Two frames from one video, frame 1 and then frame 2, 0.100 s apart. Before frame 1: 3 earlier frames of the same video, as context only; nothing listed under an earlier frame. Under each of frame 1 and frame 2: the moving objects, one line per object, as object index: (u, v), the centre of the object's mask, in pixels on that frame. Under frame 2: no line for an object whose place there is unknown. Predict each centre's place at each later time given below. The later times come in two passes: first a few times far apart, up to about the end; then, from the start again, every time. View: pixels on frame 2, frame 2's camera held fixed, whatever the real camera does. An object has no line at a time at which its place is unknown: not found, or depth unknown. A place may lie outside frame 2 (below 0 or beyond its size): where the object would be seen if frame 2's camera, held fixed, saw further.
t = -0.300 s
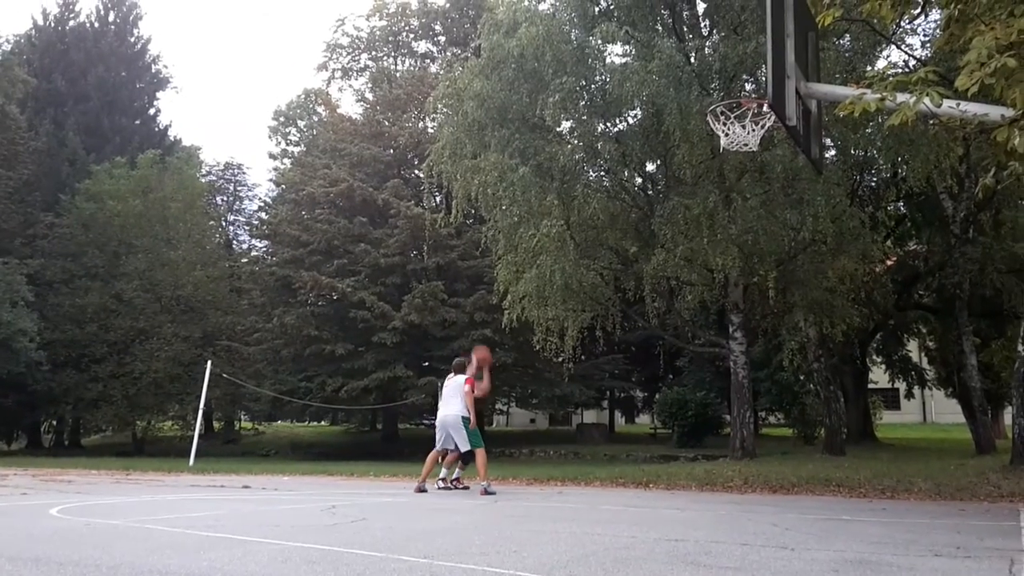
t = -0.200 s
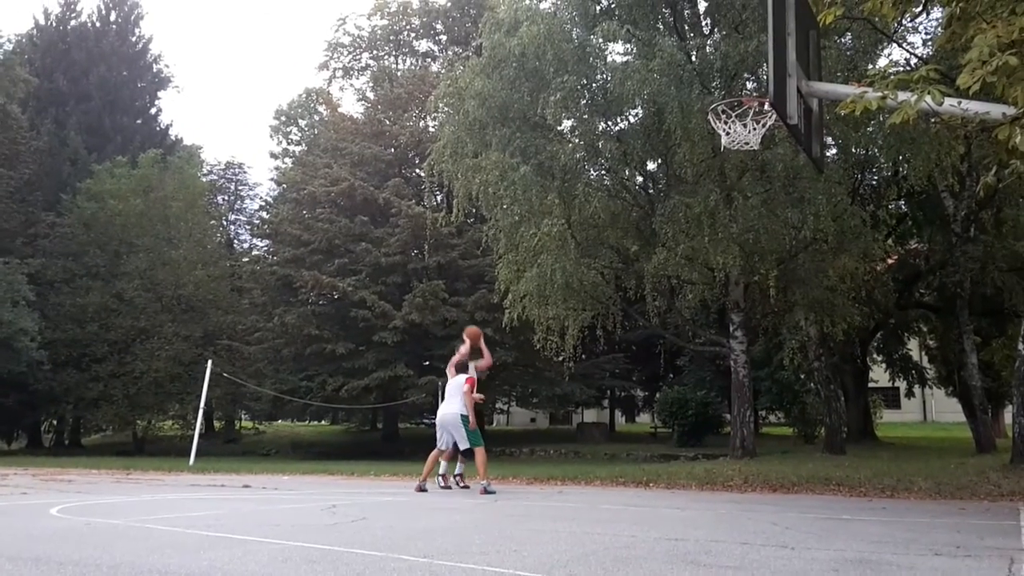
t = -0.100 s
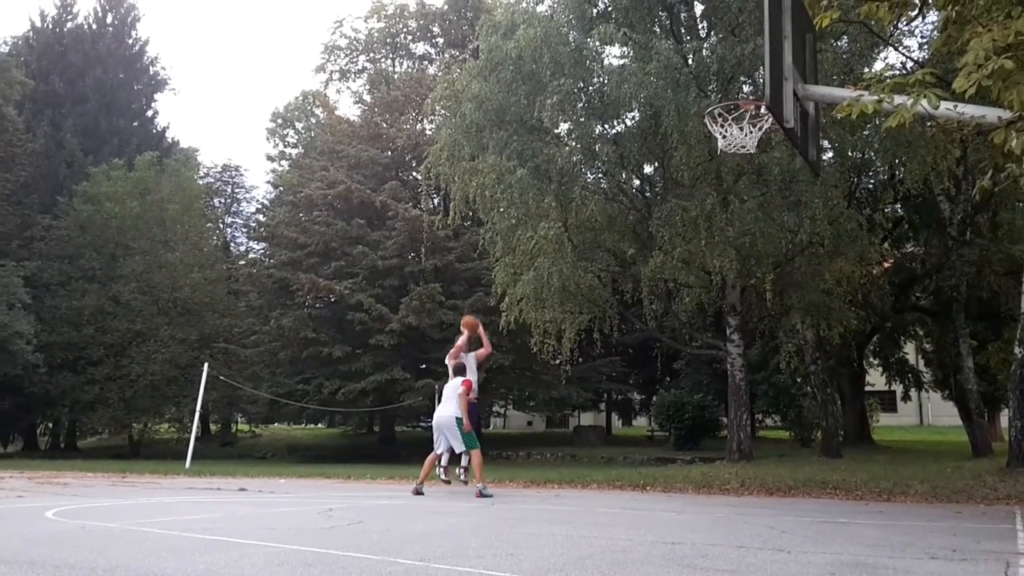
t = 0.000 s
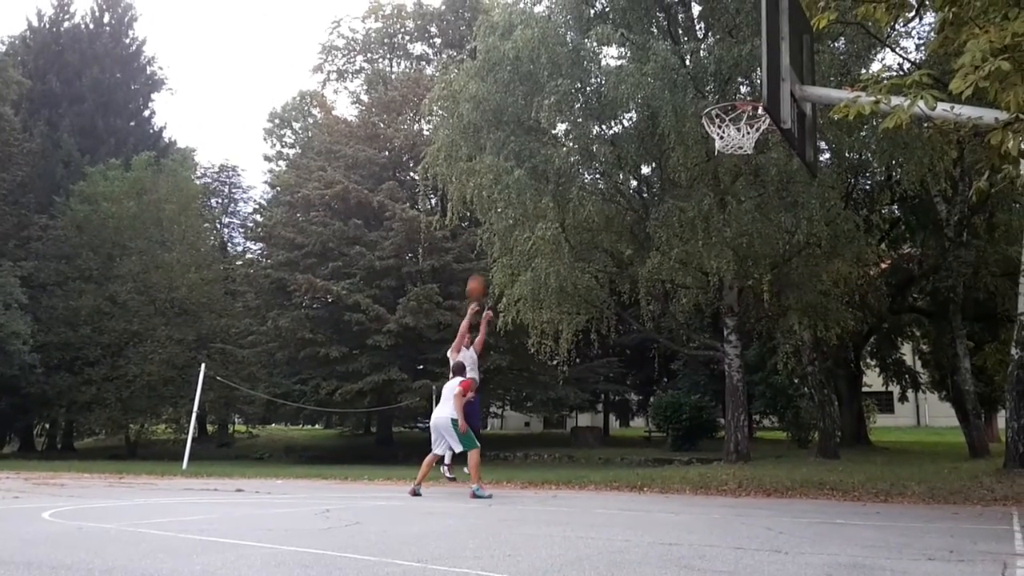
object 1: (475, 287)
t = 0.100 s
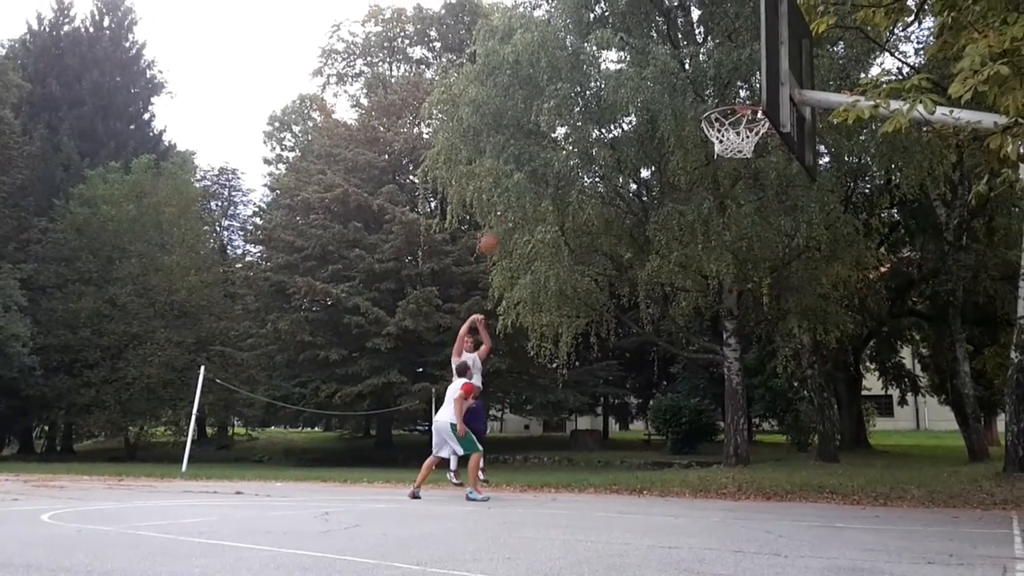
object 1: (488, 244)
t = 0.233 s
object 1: (509, 188)
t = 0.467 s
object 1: (549, 113)
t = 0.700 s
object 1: (595, 70)
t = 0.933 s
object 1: (655, 70)
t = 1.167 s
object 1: (723, 118)
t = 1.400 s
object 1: (691, 129)
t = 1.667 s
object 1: (668, 195)
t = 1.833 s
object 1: (657, 261)
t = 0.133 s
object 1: (493, 228)
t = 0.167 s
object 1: (498, 215)
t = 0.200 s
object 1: (503, 202)
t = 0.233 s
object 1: (509, 188)
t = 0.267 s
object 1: (514, 175)
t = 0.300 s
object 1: (519, 163)
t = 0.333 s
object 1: (524, 153)
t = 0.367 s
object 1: (530, 141)
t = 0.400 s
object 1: (536, 133)
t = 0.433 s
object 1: (542, 123)
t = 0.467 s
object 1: (549, 113)
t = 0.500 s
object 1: (555, 106)
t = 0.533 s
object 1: (562, 97)
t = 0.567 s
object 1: (568, 91)
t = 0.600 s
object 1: (574, 86)
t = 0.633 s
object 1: (581, 78)
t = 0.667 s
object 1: (588, 74)
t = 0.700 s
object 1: (595, 70)
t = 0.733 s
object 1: (603, 68)
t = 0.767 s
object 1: (611, 66)
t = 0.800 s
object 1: (620, 65)
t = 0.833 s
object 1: (629, 64)
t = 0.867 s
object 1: (635, 65)
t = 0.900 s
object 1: (645, 66)
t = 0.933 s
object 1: (655, 70)
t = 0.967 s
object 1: (662, 75)
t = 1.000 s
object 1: (673, 80)
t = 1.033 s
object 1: (684, 87)
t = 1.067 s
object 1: (693, 95)
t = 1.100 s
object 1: (704, 102)
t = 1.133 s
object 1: (718, 114)
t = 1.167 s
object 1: (723, 118)
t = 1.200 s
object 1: (718, 117)
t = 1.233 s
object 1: (712, 116)
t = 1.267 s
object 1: (708, 116)
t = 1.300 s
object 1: (701, 118)
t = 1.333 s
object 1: (697, 121)
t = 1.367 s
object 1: (694, 124)
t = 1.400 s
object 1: (691, 129)
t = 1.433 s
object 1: (688, 135)
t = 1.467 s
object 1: (686, 140)
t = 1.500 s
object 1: (682, 147)
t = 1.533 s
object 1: (680, 156)
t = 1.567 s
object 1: (677, 165)
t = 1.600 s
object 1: (674, 174)
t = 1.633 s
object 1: (670, 185)
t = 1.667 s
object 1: (668, 195)
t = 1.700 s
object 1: (665, 207)
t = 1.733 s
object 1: (663, 219)
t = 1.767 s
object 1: (662, 233)
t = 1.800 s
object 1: (660, 244)
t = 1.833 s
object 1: (657, 261)
